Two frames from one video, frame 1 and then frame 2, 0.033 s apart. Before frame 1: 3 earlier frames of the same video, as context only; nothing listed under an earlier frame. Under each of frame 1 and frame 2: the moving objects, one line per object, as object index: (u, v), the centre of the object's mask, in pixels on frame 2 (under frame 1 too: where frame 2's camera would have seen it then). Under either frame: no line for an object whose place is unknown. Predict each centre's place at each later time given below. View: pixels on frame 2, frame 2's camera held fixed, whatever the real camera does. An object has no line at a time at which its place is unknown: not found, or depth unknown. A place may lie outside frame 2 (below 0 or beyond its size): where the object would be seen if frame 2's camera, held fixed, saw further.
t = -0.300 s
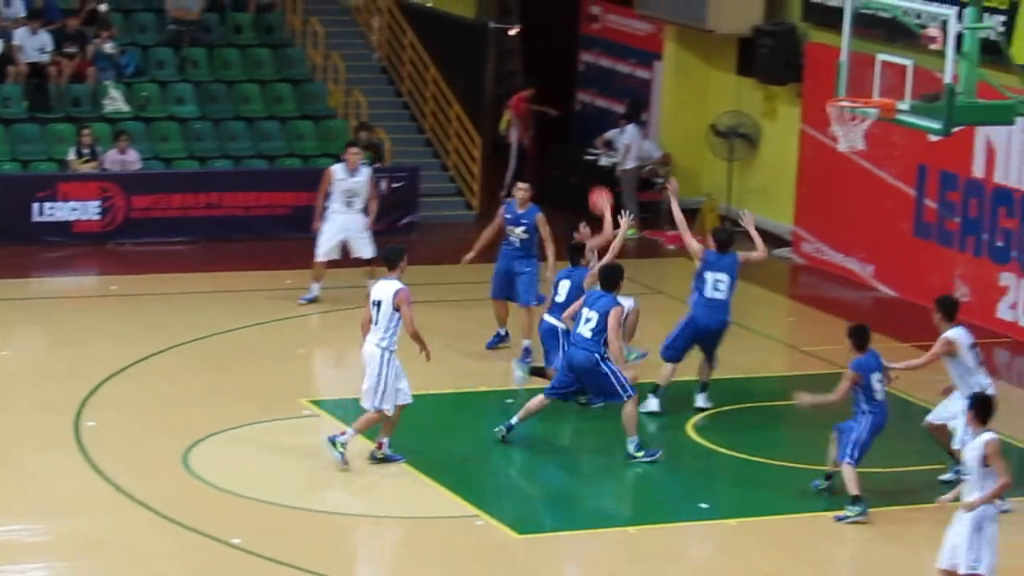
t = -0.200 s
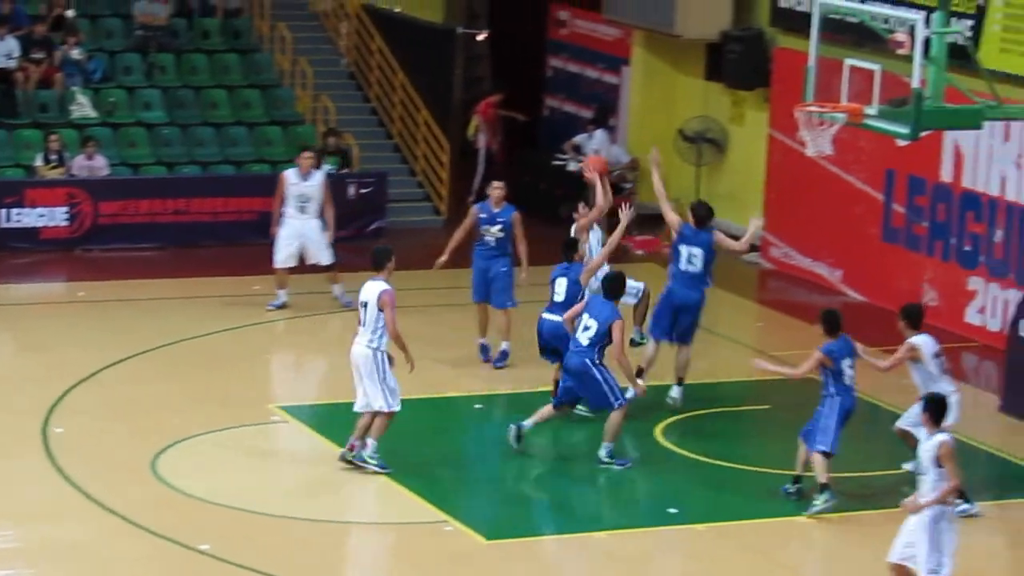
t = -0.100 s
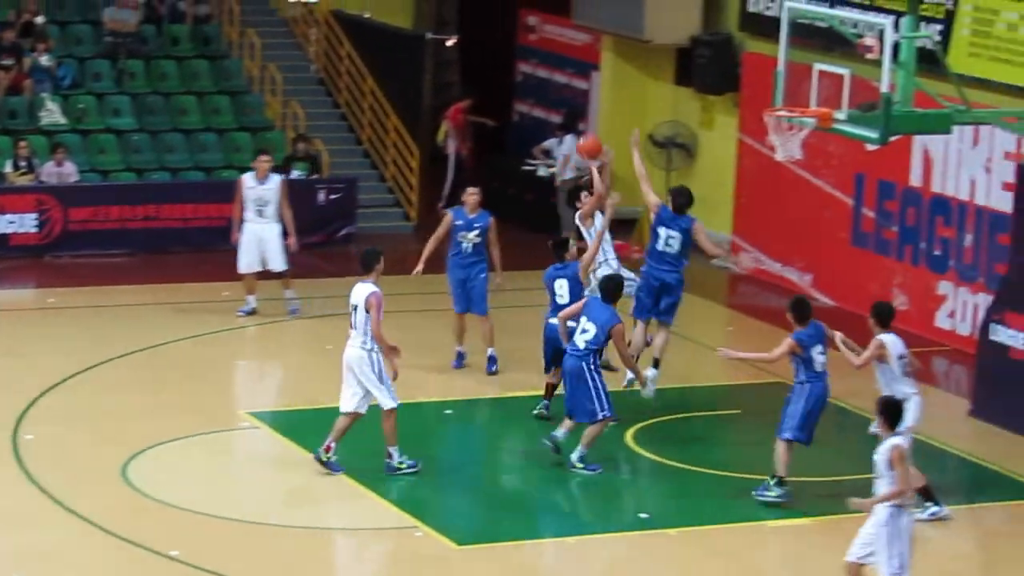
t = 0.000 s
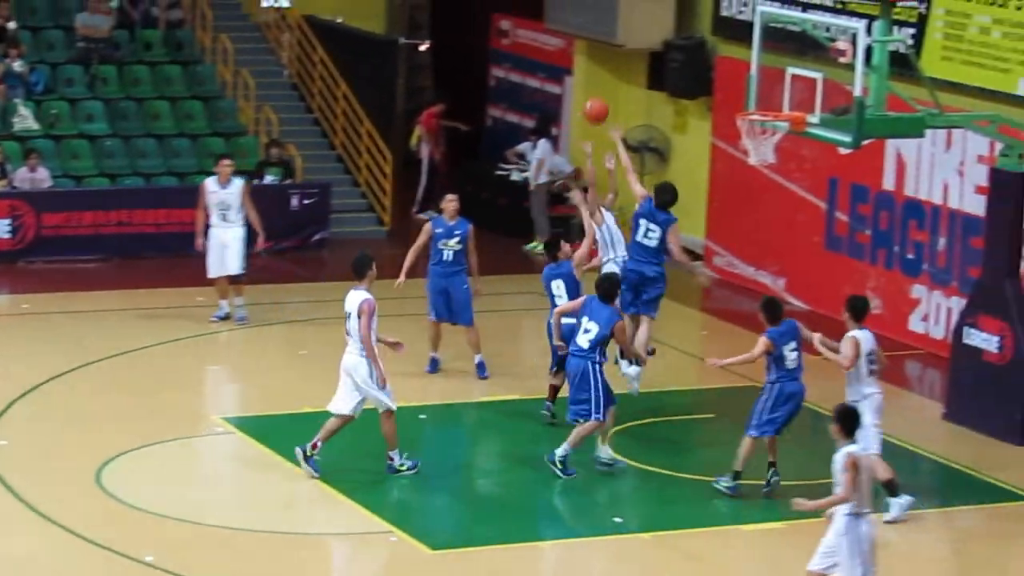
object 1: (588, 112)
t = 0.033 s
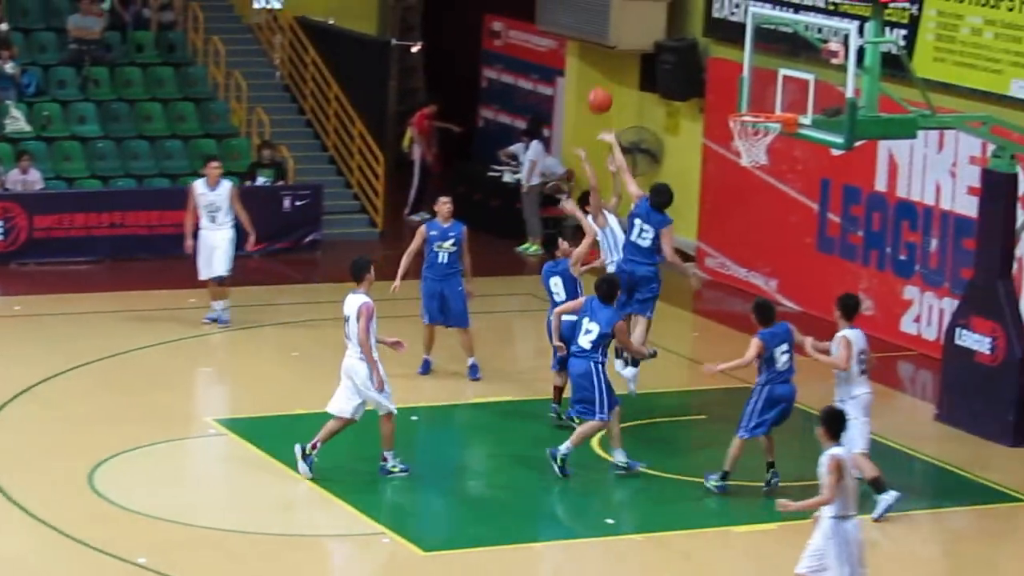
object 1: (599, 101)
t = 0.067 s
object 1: (611, 89)
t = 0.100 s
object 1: (623, 79)
